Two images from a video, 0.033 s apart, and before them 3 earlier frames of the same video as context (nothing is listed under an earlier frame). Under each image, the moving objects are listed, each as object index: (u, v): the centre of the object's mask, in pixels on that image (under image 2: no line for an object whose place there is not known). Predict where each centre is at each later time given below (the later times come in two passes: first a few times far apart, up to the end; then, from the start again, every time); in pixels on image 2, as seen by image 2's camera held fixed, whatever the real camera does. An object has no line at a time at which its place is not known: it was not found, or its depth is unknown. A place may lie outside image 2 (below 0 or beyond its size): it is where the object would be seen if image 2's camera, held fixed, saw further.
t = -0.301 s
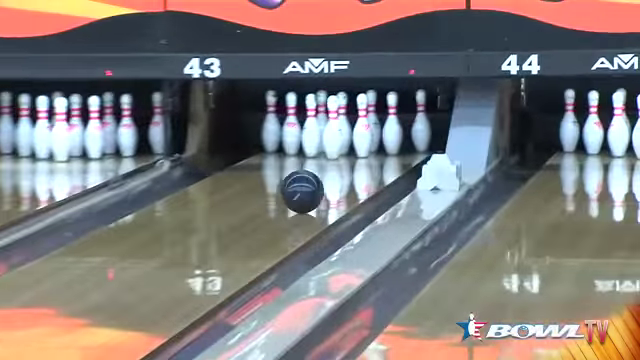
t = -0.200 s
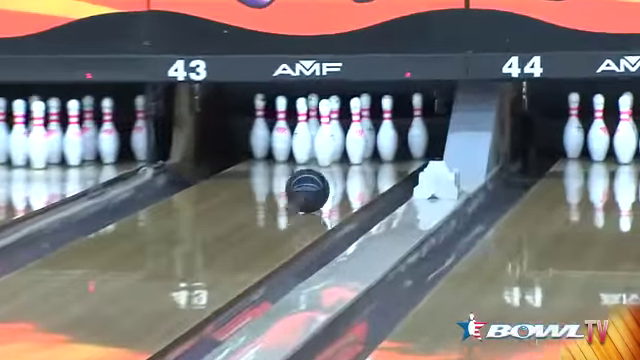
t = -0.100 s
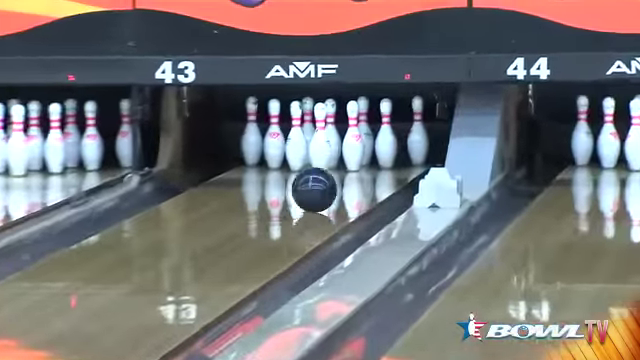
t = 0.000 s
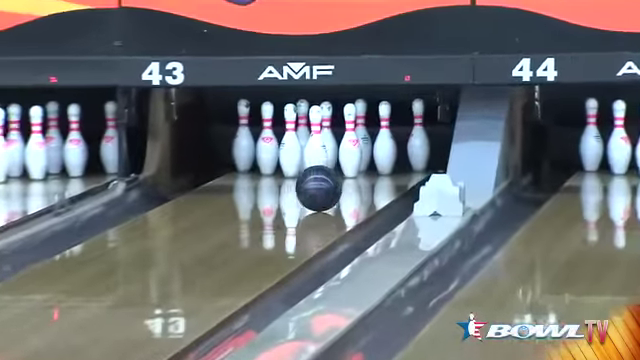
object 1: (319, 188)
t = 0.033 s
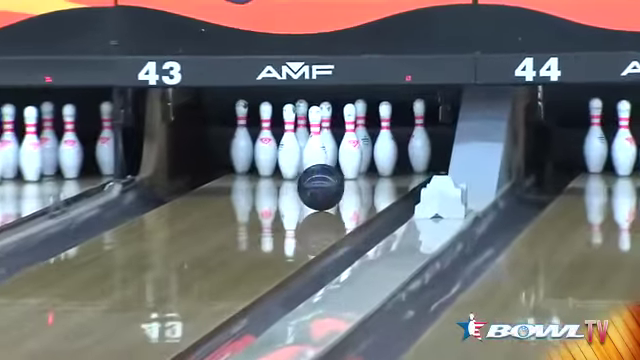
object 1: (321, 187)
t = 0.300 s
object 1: (325, 168)
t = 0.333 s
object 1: (324, 166)
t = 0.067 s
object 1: (322, 184)
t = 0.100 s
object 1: (323, 182)
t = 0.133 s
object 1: (325, 179)
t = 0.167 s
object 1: (326, 177)
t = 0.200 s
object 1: (326, 175)
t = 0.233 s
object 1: (326, 172)
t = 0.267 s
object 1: (326, 170)
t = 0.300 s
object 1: (325, 168)
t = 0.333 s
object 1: (324, 166)
